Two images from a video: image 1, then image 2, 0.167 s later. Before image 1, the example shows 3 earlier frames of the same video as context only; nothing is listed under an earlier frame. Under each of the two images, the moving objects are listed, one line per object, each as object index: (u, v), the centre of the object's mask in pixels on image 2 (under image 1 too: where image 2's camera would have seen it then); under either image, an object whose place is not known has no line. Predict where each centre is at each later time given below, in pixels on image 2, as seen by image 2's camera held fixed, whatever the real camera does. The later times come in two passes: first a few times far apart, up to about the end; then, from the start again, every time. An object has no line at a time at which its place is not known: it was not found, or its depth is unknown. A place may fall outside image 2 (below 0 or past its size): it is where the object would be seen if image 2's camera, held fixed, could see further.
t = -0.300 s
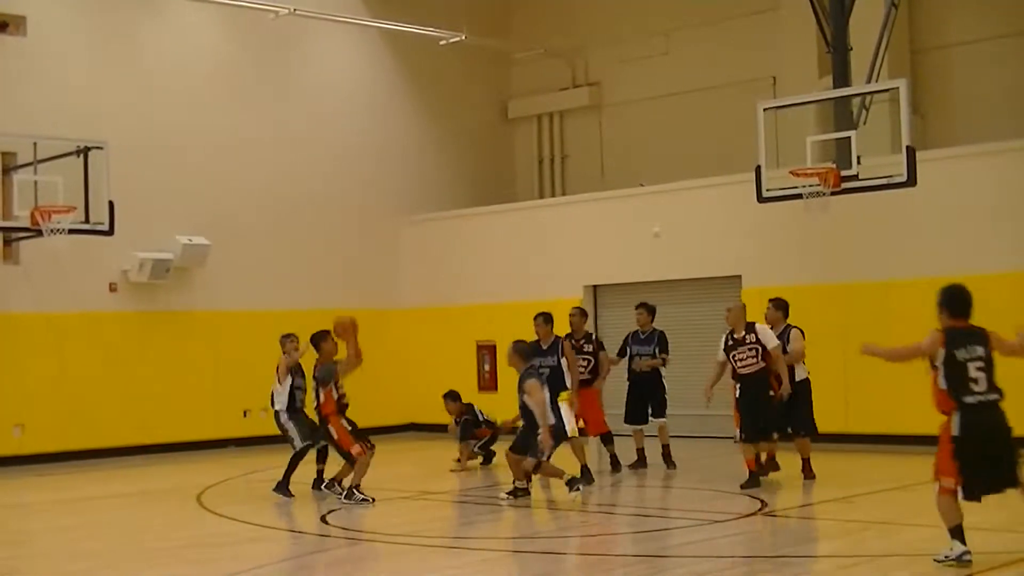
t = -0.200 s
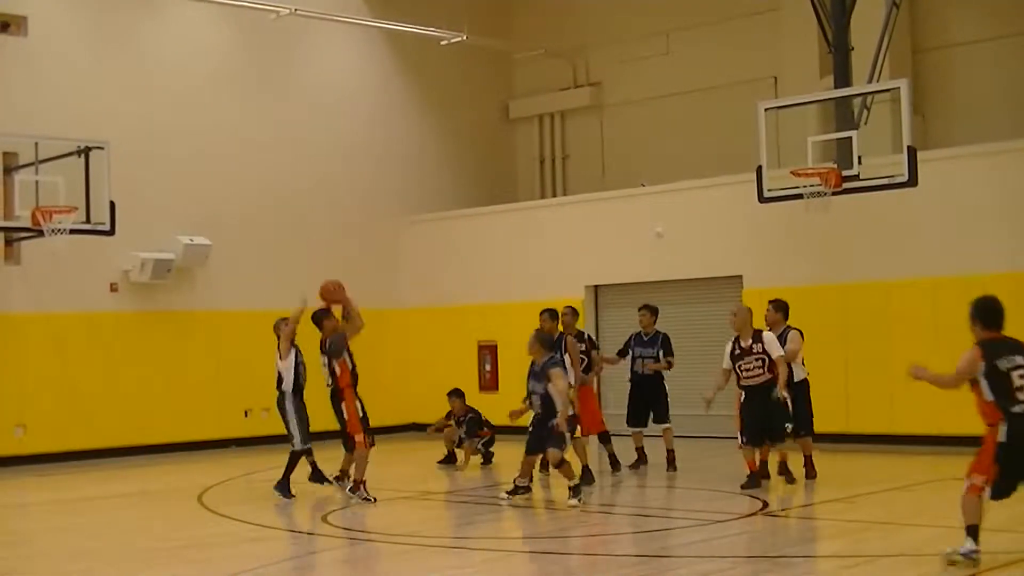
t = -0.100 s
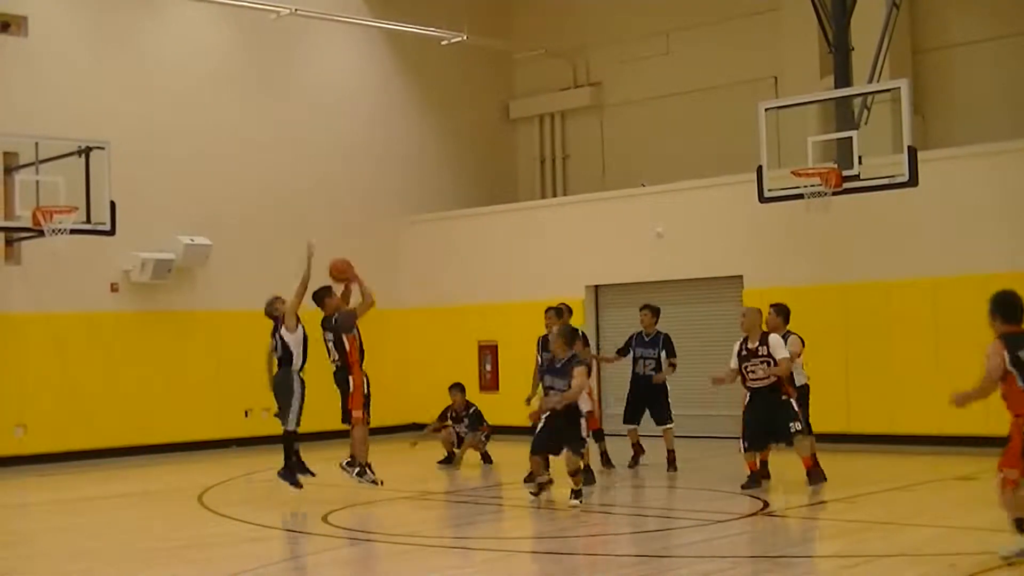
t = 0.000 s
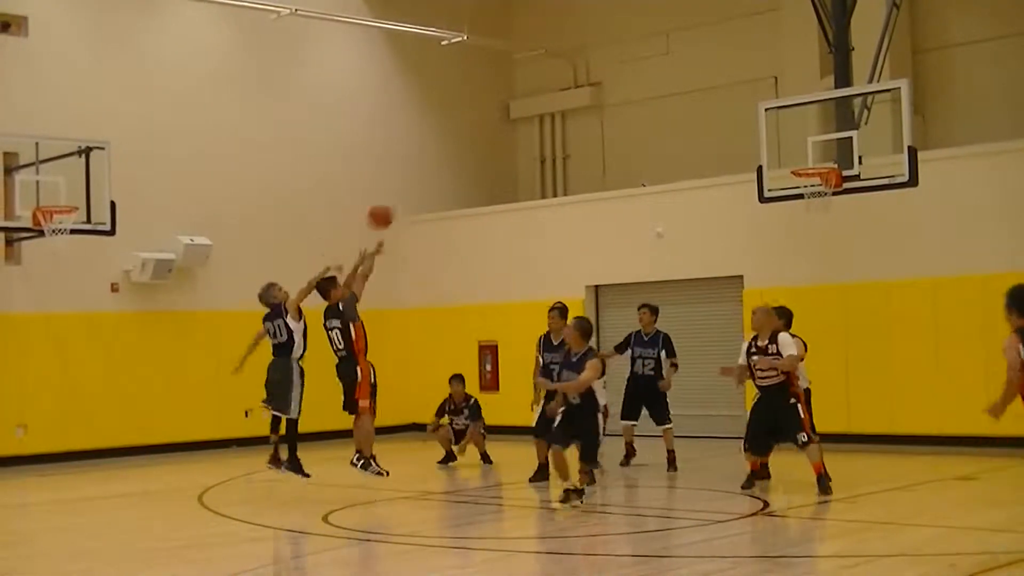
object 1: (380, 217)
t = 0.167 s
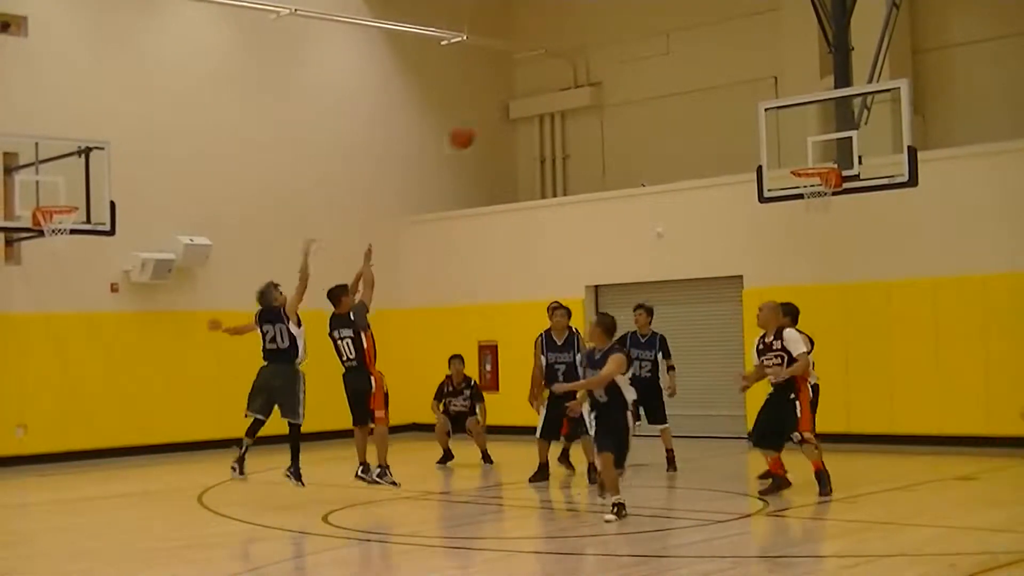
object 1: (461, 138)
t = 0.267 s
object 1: (509, 106)
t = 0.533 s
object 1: (629, 71)
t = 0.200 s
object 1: (478, 125)
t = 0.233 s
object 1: (494, 115)
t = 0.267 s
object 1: (509, 106)
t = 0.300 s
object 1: (524, 97)
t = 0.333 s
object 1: (540, 90)
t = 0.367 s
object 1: (555, 84)
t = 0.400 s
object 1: (570, 79)
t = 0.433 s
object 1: (585, 76)
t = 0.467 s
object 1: (599, 74)
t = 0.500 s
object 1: (615, 72)
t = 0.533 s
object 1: (629, 71)
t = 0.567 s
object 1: (643, 72)
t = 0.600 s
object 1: (657, 74)
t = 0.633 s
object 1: (671, 77)
